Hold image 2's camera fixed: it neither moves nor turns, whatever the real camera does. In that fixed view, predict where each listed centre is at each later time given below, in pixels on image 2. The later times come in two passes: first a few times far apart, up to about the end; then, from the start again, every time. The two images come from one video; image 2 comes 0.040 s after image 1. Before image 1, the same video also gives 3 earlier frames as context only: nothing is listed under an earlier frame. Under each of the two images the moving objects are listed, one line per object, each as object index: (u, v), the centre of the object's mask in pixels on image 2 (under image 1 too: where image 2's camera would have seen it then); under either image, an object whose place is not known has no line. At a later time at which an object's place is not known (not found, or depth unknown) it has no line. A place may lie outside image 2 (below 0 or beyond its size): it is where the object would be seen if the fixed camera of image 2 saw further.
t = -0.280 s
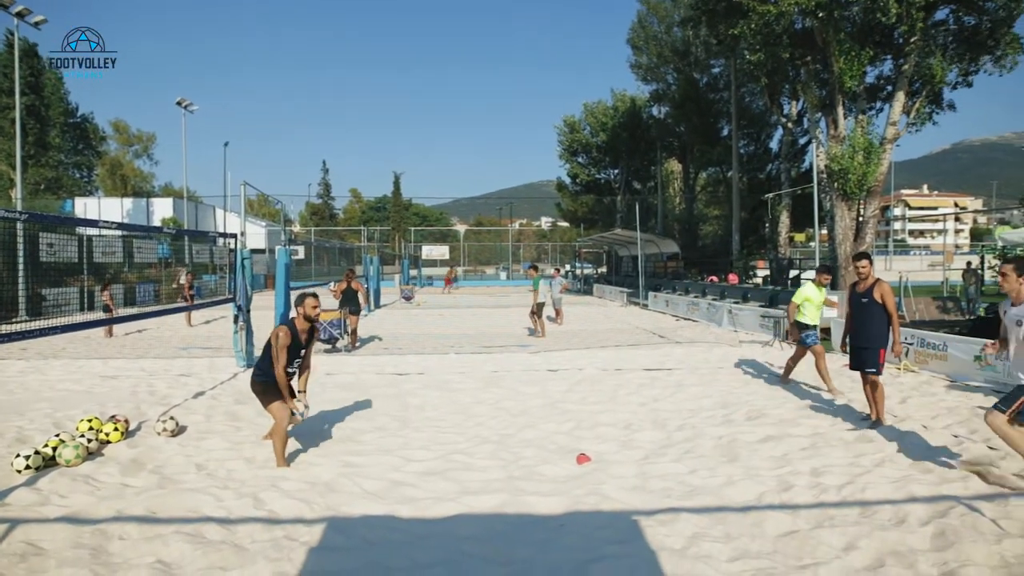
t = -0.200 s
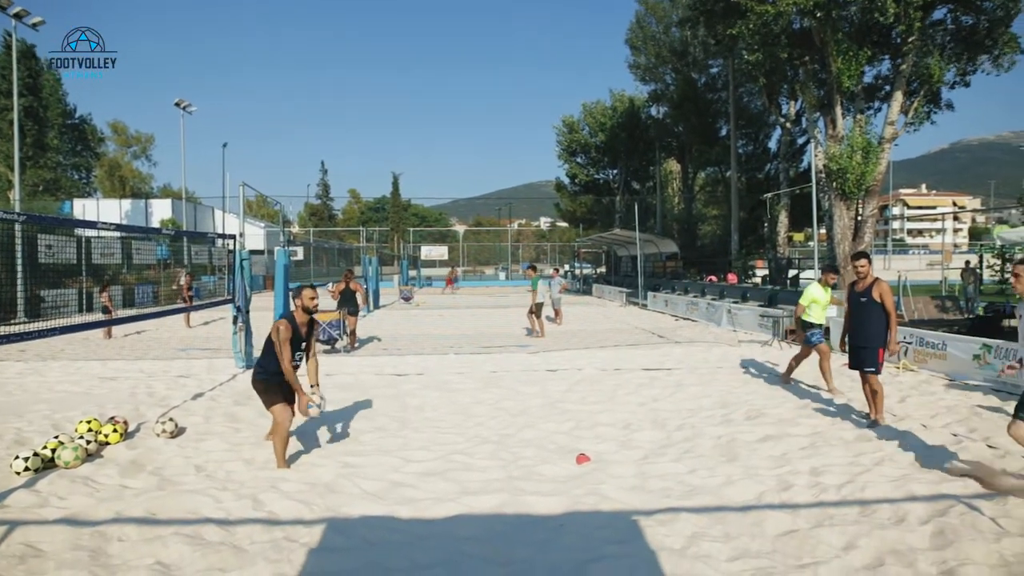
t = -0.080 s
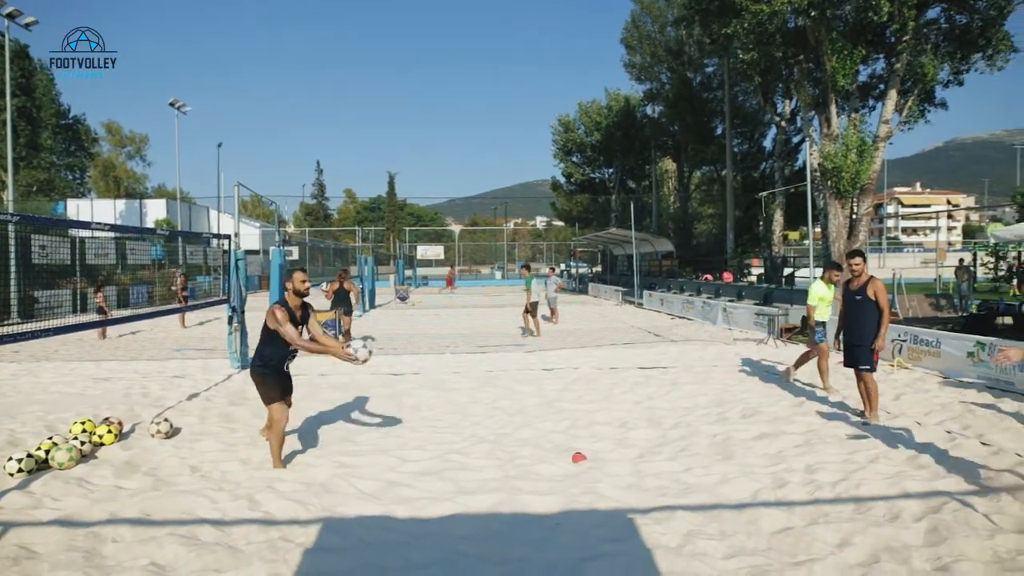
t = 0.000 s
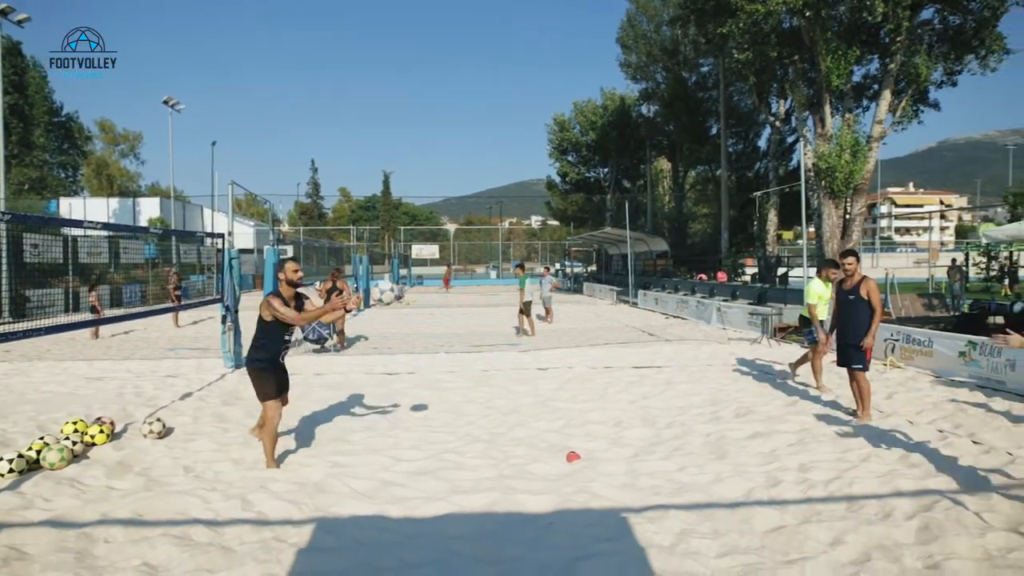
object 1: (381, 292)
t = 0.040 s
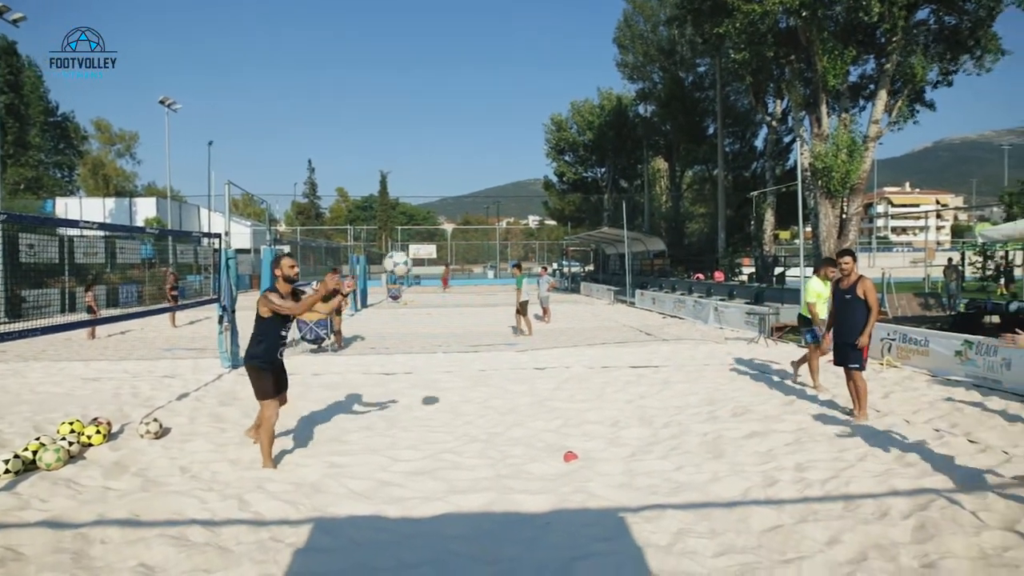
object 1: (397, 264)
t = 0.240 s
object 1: (485, 141)
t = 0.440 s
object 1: (586, 53)
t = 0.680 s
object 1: (726, 15)
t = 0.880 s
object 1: (863, 56)
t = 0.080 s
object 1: (414, 237)
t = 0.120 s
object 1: (431, 212)
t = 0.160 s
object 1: (449, 186)
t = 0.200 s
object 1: (467, 163)
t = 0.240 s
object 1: (485, 141)
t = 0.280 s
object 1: (504, 120)
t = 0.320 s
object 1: (524, 101)
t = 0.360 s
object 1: (544, 83)
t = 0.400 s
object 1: (565, 67)
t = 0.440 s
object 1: (586, 53)
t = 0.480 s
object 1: (608, 42)
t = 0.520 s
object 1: (630, 32)
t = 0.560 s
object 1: (653, 24)
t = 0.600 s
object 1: (677, 19)
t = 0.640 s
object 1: (701, 16)
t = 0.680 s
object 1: (726, 15)
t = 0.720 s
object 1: (752, 17)
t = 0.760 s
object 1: (779, 22)
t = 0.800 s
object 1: (806, 30)
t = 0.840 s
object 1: (833, 41)
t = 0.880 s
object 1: (863, 56)
